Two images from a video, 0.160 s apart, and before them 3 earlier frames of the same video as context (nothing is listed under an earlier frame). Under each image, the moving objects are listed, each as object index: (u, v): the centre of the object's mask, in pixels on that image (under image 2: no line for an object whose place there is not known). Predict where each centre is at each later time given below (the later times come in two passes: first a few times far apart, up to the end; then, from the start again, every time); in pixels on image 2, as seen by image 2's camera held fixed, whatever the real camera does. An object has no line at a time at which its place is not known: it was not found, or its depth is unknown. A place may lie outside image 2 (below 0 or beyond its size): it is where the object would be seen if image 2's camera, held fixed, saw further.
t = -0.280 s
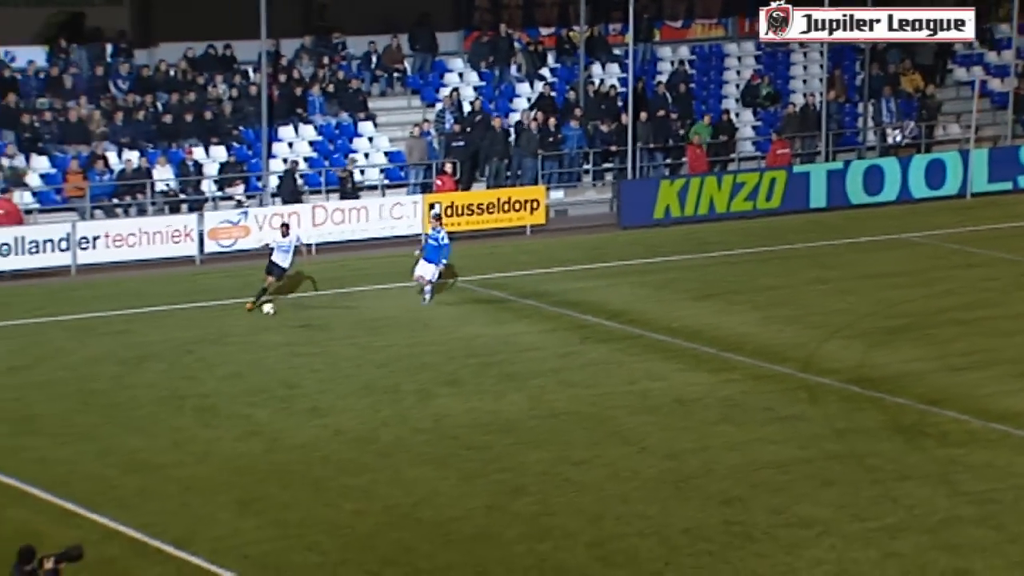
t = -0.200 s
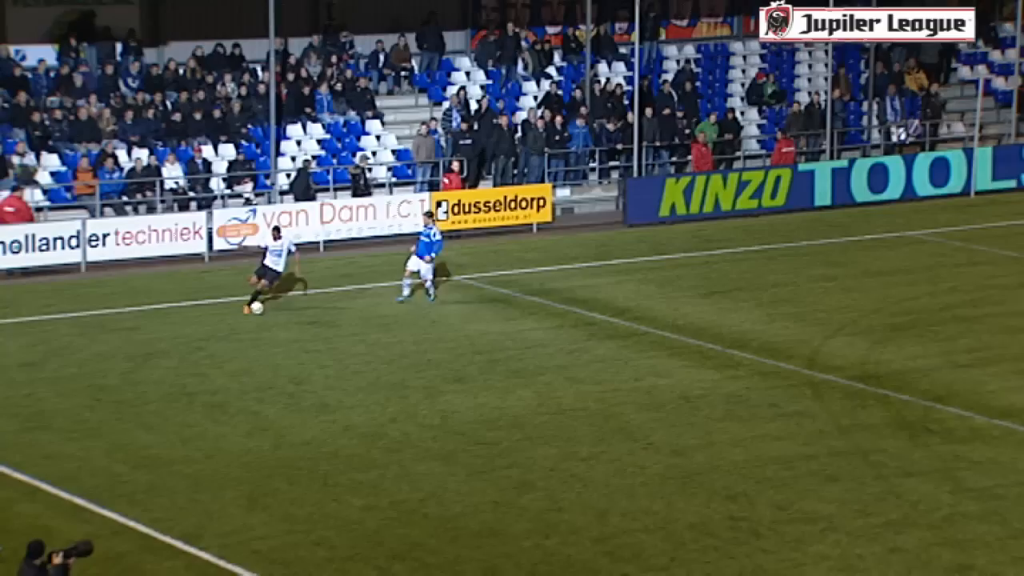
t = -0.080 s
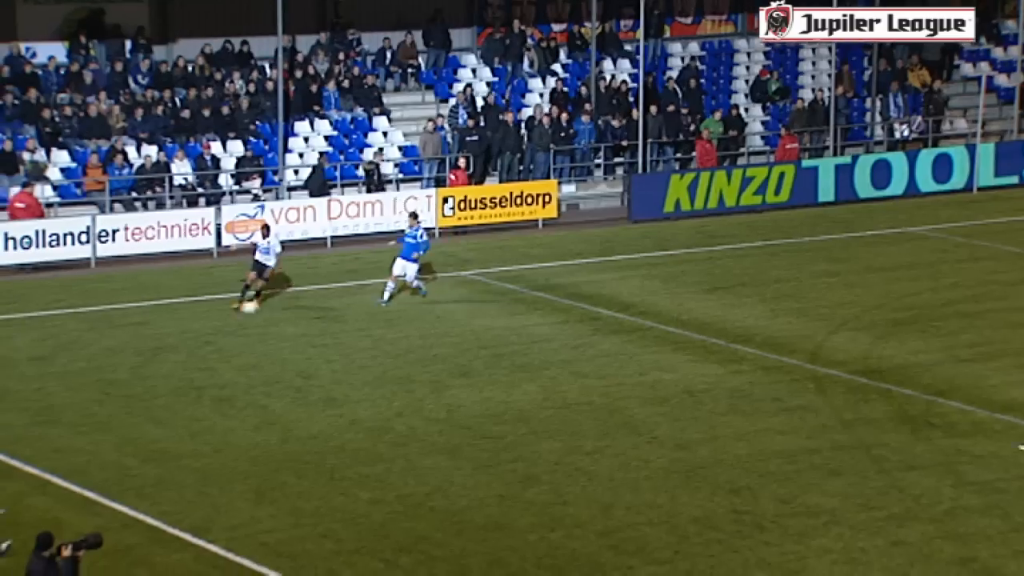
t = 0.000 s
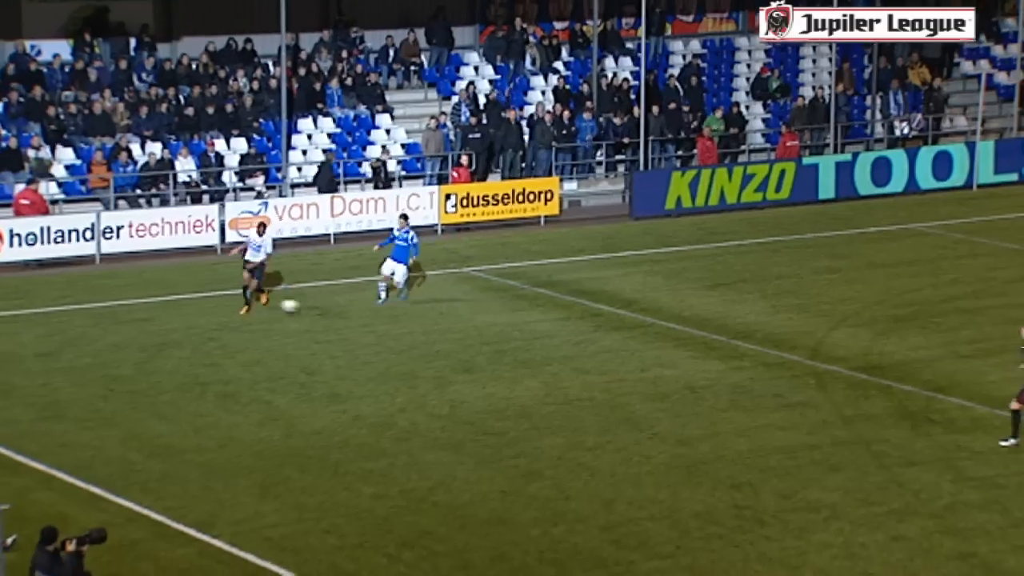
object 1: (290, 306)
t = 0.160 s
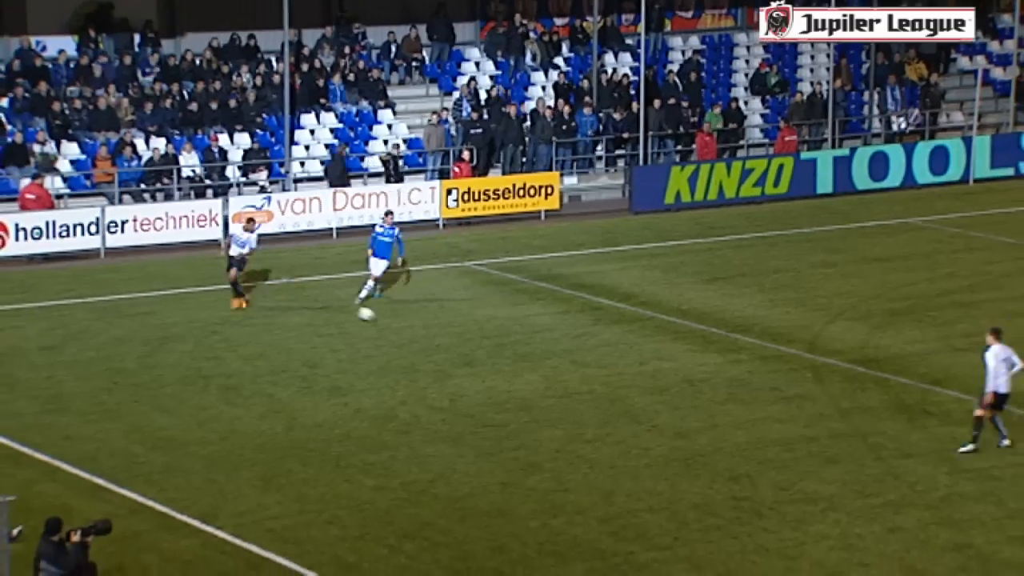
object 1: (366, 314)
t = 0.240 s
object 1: (401, 320)
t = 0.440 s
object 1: (483, 334)
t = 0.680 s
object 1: (570, 346)
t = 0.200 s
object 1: (384, 319)
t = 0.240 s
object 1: (401, 320)
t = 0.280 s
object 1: (418, 321)
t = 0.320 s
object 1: (434, 323)
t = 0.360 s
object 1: (450, 326)
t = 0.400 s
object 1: (467, 331)
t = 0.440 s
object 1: (483, 334)
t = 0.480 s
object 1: (498, 335)
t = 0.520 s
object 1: (513, 336)
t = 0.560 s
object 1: (528, 339)
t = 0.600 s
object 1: (543, 342)
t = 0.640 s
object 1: (557, 345)
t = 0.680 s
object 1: (570, 346)
